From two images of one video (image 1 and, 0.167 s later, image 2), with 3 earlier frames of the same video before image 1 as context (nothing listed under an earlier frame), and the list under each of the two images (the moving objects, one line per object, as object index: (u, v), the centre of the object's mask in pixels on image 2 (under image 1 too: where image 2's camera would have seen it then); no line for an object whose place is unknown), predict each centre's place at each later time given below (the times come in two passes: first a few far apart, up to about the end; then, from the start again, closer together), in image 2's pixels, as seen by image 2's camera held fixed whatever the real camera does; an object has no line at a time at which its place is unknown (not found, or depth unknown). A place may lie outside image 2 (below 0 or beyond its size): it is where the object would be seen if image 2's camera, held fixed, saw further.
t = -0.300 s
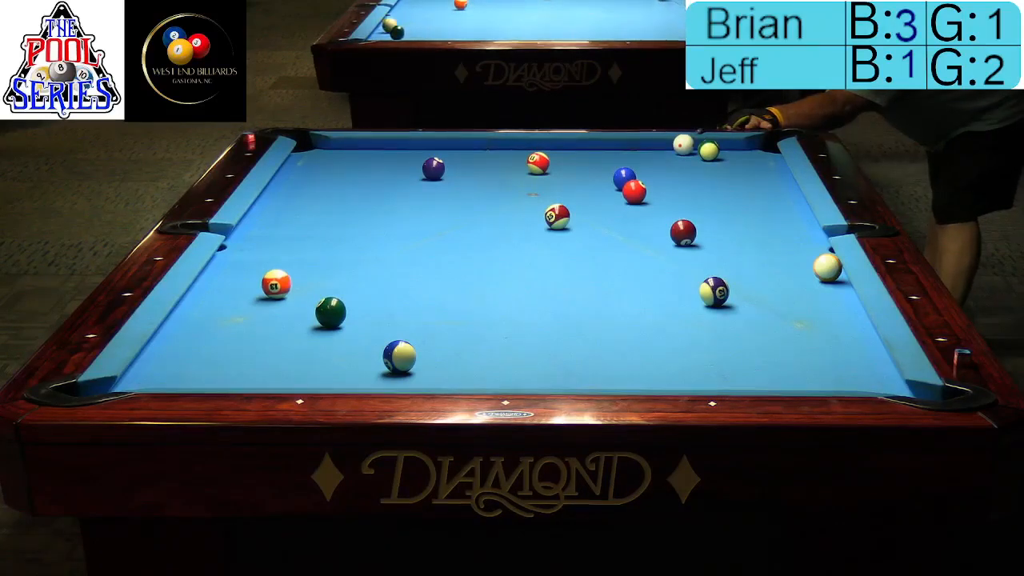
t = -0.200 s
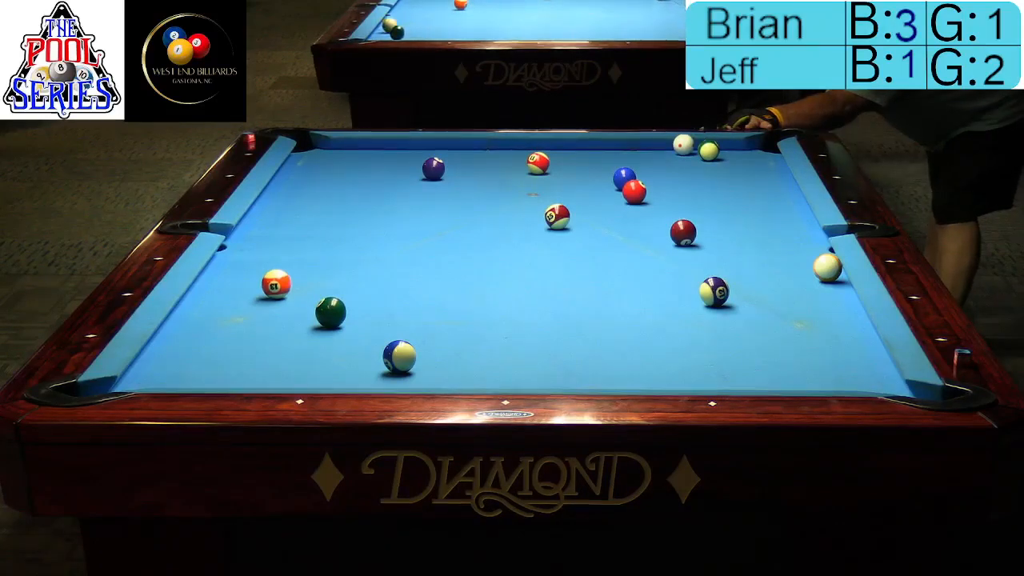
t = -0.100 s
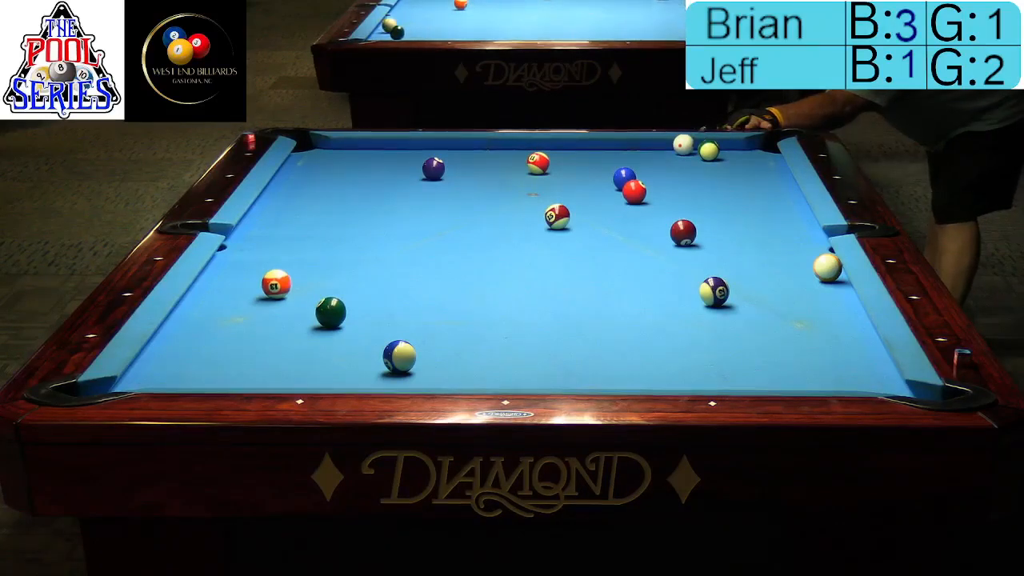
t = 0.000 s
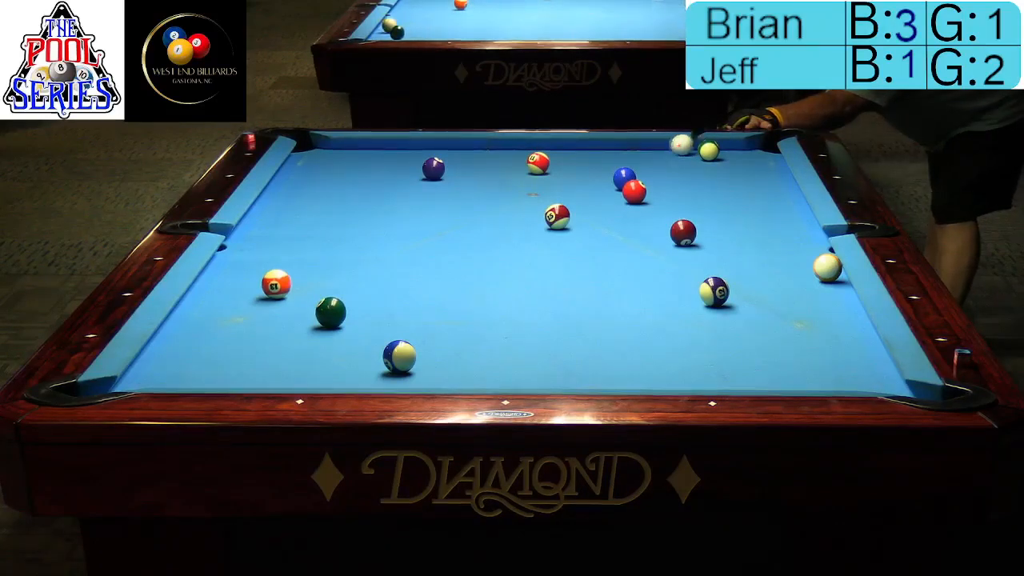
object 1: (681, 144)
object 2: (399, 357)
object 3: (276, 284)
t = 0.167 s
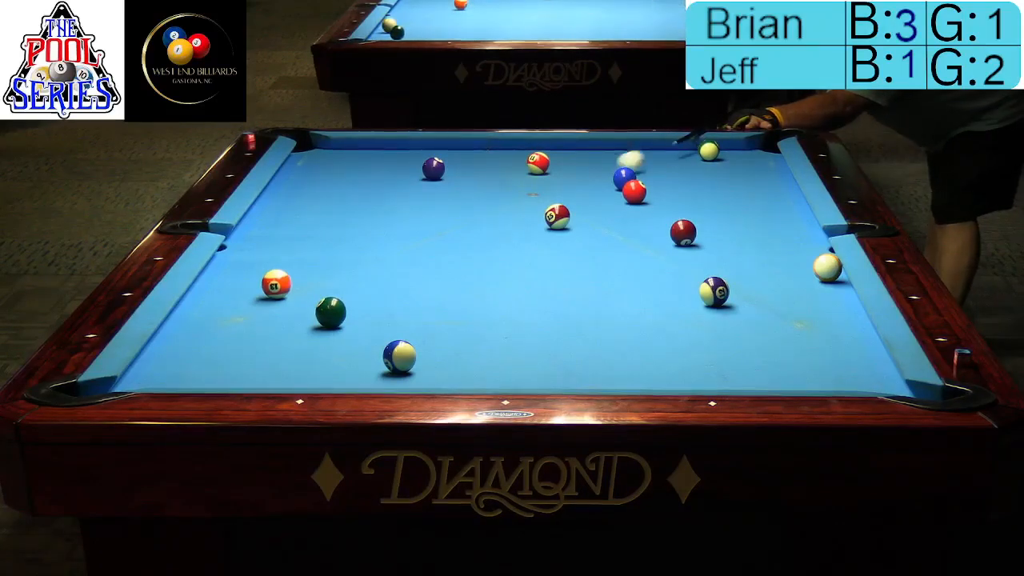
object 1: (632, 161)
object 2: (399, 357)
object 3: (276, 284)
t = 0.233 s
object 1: (608, 168)
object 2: (399, 357)
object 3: (276, 284)
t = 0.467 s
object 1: (527, 198)
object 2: (399, 357)
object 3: (276, 284)
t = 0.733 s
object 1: (419, 235)
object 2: (399, 357)
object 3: (276, 284)
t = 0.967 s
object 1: (311, 273)
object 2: (399, 357)
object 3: (276, 284)
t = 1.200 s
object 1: (282, 285)
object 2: (399, 357)
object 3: (187, 312)
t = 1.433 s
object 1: (257, 296)
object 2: (399, 357)
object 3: (205, 335)
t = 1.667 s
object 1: (233, 306)
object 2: (399, 357)
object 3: (228, 358)
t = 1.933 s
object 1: (205, 317)
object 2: (399, 357)
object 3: (256, 378)
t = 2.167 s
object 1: (182, 327)
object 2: (399, 357)
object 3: (303, 374)
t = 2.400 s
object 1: (172, 335)
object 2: (399, 357)
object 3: (350, 363)
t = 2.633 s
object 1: (176, 342)
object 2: (421, 354)
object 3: (367, 353)
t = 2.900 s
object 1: (179, 349)
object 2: (454, 352)
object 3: (369, 344)
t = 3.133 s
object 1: (182, 354)
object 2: (480, 350)
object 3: (372, 337)
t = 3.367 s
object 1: (183, 359)
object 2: (503, 348)
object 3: (374, 331)
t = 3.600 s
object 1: (184, 363)
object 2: (523, 347)
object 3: (375, 326)
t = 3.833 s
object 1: (185, 366)
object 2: (540, 345)
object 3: (375, 322)
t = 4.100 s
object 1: (186, 369)
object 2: (556, 344)
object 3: (375, 318)
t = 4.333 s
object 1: (186, 370)
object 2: (568, 343)
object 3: (375, 315)
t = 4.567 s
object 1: (187, 371)
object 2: (576, 342)
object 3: (376, 313)
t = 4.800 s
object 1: (187, 371)
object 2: (581, 342)
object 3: (377, 311)
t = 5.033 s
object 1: (187, 372)
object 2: (585, 342)
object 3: (377, 310)
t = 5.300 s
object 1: (187, 372)
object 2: (585, 342)
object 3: (377, 310)
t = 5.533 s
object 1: (187, 372)
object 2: (584, 342)
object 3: (377, 310)
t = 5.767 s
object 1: (187, 372)
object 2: (585, 342)
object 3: (377, 310)
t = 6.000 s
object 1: (187, 372)
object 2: (585, 342)
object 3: (377, 310)
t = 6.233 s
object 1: (187, 372)
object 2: (585, 342)
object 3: (377, 310)
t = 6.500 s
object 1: (187, 372)
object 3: (377, 310)
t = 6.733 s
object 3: (377, 310)
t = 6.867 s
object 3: (377, 310)
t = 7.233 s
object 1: (186, 371)
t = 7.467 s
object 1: (186, 372)
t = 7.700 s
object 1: (186, 371)
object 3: (377, 310)
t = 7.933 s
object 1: (187, 372)
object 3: (377, 310)
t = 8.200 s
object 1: (187, 372)
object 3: (377, 310)
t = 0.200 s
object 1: (619, 162)
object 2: (399, 357)
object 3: (276, 284)
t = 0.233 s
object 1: (608, 168)
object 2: (399, 357)
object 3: (276, 284)
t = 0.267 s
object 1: (598, 173)
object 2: (399, 357)
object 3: (276, 284)
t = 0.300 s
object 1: (587, 177)
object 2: (399, 357)
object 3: (276, 284)
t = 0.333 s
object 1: (576, 180)
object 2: (399, 357)
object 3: (276, 284)
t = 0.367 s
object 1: (564, 185)
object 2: (399, 357)
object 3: (276, 284)
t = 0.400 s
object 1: (552, 189)
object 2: (399, 357)
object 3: (276, 284)
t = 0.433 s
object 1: (539, 193)
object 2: (399, 357)
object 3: (276, 284)
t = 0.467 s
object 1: (527, 198)
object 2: (399, 357)
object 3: (276, 284)
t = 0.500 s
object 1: (515, 202)
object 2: (399, 357)
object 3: (276, 284)
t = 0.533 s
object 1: (502, 206)
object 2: (399, 357)
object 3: (276, 284)
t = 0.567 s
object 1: (489, 211)
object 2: (399, 357)
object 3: (276, 284)
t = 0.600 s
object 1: (476, 216)
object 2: (399, 357)
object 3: (276, 284)
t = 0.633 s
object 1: (462, 221)
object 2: (399, 357)
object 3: (276, 284)
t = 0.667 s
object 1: (448, 225)
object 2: (399, 356)
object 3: (276, 284)
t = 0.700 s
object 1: (434, 230)
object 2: (399, 356)
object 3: (276, 284)
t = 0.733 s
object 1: (419, 235)
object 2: (399, 357)
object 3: (276, 284)
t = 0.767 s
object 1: (404, 240)
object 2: (399, 356)
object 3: (276, 284)
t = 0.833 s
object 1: (375, 251)
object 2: (399, 357)
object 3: (276, 284)
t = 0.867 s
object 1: (359, 256)
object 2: (399, 357)
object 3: (276, 284)
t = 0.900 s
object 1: (343, 261)
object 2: (399, 357)
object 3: (276, 284)
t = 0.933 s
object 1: (327, 268)
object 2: (399, 357)
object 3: (276, 284)
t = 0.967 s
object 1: (311, 273)
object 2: (399, 357)
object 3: (276, 284)
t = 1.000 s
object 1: (299, 277)
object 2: (399, 357)
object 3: (275, 284)
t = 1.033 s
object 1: (294, 280)
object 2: (399, 357)
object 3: (259, 288)
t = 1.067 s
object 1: (293, 280)
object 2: (399, 357)
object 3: (243, 293)
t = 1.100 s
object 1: (292, 281)
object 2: (399, 357)
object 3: (228, 298)
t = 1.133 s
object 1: (289, 282)
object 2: (399, 357)
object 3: (213, 303)
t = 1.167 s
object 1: (285, 283)
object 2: (399, 357)
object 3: (200, 308)
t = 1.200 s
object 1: (282, 285)
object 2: (399, 357)
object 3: (187, 312)
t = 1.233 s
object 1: (278, 287)
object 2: (399, 357)
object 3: (186, 316)
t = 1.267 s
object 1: (275, 288)
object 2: (399, 357)
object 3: (189, 319)
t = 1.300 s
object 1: (271, 290)
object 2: (399, 357)
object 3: (192, 323)
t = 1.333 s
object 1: (268, 291)
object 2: (399, 357)
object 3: (195, 325)
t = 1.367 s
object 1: (264, 293)
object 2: (399, 357)
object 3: (199, 329)
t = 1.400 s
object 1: (261, 294)
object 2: (399, 357)
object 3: (202, 332)
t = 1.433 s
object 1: (257, 296)
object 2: (399, 357)
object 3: (205, 335)
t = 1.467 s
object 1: (254, 297)
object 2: (399, 357)
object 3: (208, 338)
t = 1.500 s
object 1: (250, 299)
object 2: (399, 357)
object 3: (212, 341)
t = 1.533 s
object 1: (247, 300)
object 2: (399, 357)
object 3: (214, 345)
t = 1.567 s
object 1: (243, 302)
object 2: (399, 357)
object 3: (218, 348)
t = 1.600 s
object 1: (240, 303)
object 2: (399, 357)
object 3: (222, 351)
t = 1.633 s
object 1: (236, 305)
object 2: (399, 357)
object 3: (225, 355)
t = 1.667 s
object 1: (233, 306)
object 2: (399, 357)
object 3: (228, 358)
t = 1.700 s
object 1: (230, 308)
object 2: (399, 357)
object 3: (231, 361)
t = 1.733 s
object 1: (226, 309)
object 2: (399, 357)
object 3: (235, 365)
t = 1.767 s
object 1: (223, 310)
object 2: (399, 357)
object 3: (239, 368)
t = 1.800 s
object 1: (219, 312)
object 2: (399, 357)
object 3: (242, 371)
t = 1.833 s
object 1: (215, 313)
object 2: (399, 357)
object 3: (245, 373)
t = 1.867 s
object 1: (212, 315)
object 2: (399, 357)
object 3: (248, 374)
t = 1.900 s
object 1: (208, 316)
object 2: (399, 357)
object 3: (253, 377)
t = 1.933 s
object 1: (205, 317)
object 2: (399, 357)
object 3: (256, 378)
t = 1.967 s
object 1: (202, 319)
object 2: (399, 357)
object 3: (260, 380)
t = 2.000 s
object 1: (198, 320)
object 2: (399, 357)
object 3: (267, 379)
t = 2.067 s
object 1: (192, 323)
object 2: (399, 357)
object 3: (281, 377)
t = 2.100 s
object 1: (188, 325)
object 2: (399, 357)
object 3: (289, 377)
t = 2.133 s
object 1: (185, 326)
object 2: (399, 357)
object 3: (296, 375)
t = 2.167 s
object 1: (182, 327)
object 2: (399, 357)
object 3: (303, 374)
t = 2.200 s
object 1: (178, 328)
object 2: (399, 357)
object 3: (311, 373)
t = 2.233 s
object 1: (175, 330)
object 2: (399, 357)
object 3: (318, 371)
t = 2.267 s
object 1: (171, 331)
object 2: (399, 357)
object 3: (324, 371)
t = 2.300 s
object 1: (171, 332)
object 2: (399, 357)
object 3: (330, 370)
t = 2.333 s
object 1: (171, 333)
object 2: (399, 357)
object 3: (337, 369)
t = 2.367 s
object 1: (172, 334)
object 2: (399, 357)
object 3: (344, 366)
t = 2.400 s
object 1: (172, 335)
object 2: (399, 357)
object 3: (350, 363)
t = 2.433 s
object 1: (173, 336)
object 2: (399, 356)
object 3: (356, 362)
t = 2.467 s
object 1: (174, 337)
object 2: (399, 357)
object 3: (363, 360)
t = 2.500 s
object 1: (174, 338)
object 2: (403, 356)
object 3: (366, 358)
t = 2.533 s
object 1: (175, 339)
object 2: (408, 355)
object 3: (366, 357)
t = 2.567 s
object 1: (175, 340)
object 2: (412, 355)
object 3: (366, 356)
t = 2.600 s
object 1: (176, 341)
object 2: (417, 355)
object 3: (367, 355)
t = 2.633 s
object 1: (176, 342)
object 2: (421, 354)
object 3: (367, 353)
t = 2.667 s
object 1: (176, 343)
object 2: (425, 354)
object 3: (367, 352)
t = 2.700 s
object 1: (177, 343)
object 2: (430, 354)
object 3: (368, 351)
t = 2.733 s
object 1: (177, 344)
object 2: (434, 354)
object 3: (368, 350)
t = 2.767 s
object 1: (178, 345)
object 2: (438, 354)
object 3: (368, 349)
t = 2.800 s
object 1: (178, 346)
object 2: (443, 353)
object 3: (368, 348)
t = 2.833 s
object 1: (179, 347)
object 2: (446, 353)
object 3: (369, 346)
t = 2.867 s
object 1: (179, 348)
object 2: (450, 352)
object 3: (369, 345)
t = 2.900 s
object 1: (179, 349)
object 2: (454, 352)
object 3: (369, 344)
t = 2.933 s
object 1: (180, 349)
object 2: (458, 352)
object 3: (370, 343)
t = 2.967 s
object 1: (180, 350)
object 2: (462, 351)
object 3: (370, 342)
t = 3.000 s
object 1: (180, 351)
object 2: (465, 351)
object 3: (370, 341)
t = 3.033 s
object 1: (181, 352)
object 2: (469, 351)
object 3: (371, 340)
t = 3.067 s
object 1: (181, 353)
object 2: (473, 351)
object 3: (371, 339)
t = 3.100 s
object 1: (181, 353)
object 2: (477, 350)
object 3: (372, 338)
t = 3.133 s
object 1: (182, 354)
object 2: (480, 350)
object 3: (372, 337)
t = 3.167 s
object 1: (182, 355)
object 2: (483, 350)
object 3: (372, 336)
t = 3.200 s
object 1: (182, 355)
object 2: (487, 349)
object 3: (373, 336)
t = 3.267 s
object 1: (183, 356)
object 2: (494, 349)
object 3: (373, 334)
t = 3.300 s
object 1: (183, 357)
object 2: (497, 348)
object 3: (374, 333)
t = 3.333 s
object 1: (183, 358)
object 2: (500, 348)
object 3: (374, 332)
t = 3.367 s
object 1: (183, 359)
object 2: (503, 348)
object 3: (374, 331)
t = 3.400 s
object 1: (183, 359)
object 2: (506, 348)
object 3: (374, 331)
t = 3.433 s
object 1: (184, 360)
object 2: (509, 348)
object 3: (375, 330)
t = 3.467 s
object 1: (184, 360)
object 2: (512, 348)
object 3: (375, 329)
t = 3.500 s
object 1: (184, 361)
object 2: (515, 347)
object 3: (375, 328)
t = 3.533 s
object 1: (184, 361)
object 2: (518, 347)
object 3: (375, 328)
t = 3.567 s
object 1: (184, 362)
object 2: (520, 347)
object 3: (375, 327)
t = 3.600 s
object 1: (184, 363)
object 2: (523, 347)
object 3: (375, 326)
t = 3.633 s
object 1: (184, 363)
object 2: (526, 347)
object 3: (375, 326)
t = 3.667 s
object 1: (184, 364)
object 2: (528, 346)
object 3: (375, 325)
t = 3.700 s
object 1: (185, 364)
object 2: (530, 346)
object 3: (375, 324)
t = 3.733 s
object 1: (185, 364)
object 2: (533, 346)
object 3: (375, 323)
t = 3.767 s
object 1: (185, 365)
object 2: (536, 346)
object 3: (375, 323)
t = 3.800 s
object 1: (185, 366)
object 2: (538, 346)
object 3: (375, 322)
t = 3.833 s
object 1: (185, 366)
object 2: (540, 345)
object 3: (375, 322)
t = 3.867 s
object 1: (185, 366)
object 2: (542, 345)
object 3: (375, 321)
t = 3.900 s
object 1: (185, 366)
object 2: (545, 345)
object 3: (375, 321)
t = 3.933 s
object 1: (185, 367)
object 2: (547, 345)
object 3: (375, 320)
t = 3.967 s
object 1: (185, 367)
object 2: (549, 345)
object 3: (375, 320)
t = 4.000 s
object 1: (185, 368)
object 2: (551, 345)
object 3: (375, 319)
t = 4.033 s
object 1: (186, 368)
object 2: (553, 344)
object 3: (375, 319)
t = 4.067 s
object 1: (185, 368)
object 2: (555, 344)
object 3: (375, 318)
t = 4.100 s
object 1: (186, 369)
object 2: (556, 344)
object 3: (375, 318)
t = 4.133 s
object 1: (186, 369)
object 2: (558, 344)
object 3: (375, 317)
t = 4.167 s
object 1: (185, 369)
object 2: (560, 344)
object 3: (375, 317)
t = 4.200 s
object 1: (186, 369)
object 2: (562, 344)
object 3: (375, 316)
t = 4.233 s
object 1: (186, 370)
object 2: (563, 344)
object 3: (375, 316)
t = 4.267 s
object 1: (186, 370)
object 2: (565, 343)
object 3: (375, 316)
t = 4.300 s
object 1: (186, 370)
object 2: (566, 343)
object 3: (375, 315)
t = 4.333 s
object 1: (186, 370)
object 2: (568, 343)
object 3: (375, 315)
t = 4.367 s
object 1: (186, 370)
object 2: (569, 343)
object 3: (375, 315)
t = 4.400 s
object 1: (186, 370)
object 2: (571, 343)
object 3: (375, 314)
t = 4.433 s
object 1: (186, 371)
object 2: (572, 343)
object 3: (375, 314)
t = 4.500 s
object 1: (187, 371)
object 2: (574, 343)
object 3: (376, 313)
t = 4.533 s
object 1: (186, 371)
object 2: (575, 343)
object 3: (376, 313)
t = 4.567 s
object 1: (187, 371)
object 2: (576, 342)
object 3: (376, 313)
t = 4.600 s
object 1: (187, 371)
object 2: (577, 342)
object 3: (376, 312)
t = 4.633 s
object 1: (187, 371)
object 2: (578, 342)
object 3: (376, 312)
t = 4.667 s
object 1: (187, 371)
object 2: (579, 342)
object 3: (377, 312)
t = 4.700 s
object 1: (187, 371)
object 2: (579, 342)
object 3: (377, 312)
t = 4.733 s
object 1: (187, 371)
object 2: (580, 342)
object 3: (377, 311)
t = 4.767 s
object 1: (187, 371)
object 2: (581, 342)
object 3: (377, 311)
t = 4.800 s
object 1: (187, 371)
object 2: (581, 342)
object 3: (377, 311)
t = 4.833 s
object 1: (187, 371)
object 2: (582, 342)
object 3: (377, 311)
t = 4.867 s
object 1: (187, 371)
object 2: (582, 342)
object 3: (377, 310)
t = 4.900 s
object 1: (187, 372)
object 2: (583, 342)
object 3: (377, 310)
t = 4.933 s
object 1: (187, 372)
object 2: (584, 342)
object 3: (377, 310)
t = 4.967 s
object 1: (187, 372)
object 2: (584, 342)
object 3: (377, 310)
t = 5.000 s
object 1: (187, 372)
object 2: (584, 342)
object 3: (377, 310)
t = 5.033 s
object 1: (187, 372)
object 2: (585, 342)
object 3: (377, 310)
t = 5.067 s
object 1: (187, 372)
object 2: (585, 342)
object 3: (377, 310)
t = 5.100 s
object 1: (187, 372)
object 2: (585, 342)
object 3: (377, 310)
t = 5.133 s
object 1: (187, 371)
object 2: (585, 342)
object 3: (377, 310)
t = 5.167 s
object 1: (187, 372)
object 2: (585, 342)
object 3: (377, 310)
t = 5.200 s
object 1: (187, 372)
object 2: (585, 342)
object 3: (377, 310)
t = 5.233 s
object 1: (187, 372)
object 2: (585, 342)
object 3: (377, 310)
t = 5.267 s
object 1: (187, 372)
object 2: (585, 342)
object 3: (377, 310)
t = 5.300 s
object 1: (187, 372)
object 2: (585, 342)
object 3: (377, 310)
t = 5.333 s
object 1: (187, 372)
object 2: (585, 342)
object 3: (377, 310)
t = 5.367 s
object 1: (187, 371)
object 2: (585, 342)
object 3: (377, 310)
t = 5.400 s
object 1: (187, 372)
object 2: (585, 342)
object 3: (377, 310)
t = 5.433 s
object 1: (187, 372)
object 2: (585, 342)
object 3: (377, 310)
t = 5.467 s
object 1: (186, 372)
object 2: (584, 342)
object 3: (377, 310)
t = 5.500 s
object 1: (186, 372)
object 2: (584, 342)
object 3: (377, 310)
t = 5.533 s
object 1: (187, 372)
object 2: (584, 342)
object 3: (377, 310)
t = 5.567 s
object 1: (187, 371)
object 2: (585, 342)
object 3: (377, 310)
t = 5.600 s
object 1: (187, 372)
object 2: (585, 342)
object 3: (377, 310)
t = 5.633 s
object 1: (187, 372)
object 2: (585, 342)
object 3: (377, 310)
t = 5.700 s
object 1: (187, 371)
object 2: (585, 342)
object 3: (377, 310)
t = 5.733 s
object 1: (187, 372)
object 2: (585, 342)
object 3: (377, 310)
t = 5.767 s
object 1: (187, 372)
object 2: (585, 342)
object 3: (377, 310)
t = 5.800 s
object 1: (187, 372)
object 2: (585, 342)
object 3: (377, 310)
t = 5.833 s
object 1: (187, 372)
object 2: (585, 342)
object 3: (377, 310)
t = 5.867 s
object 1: (187, 372)
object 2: (585, 342)
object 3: (377, 310)
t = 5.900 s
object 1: (186, 372)
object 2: (585, 342)
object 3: (377, 310)
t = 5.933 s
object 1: (187, 372)
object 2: (585, 342)
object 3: (377, 310)
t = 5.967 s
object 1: (187, 372)
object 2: (585, 342)
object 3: (377, 310)
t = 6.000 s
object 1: (187, 372)
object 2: (585, 342)
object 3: (377, 310)
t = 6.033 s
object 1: (187, 372)
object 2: (585, 342)
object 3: (377, 310)
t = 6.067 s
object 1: (187, 372)
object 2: (585, 342)
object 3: (377, 310)
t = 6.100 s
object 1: (187, 372)
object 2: (585, 342)
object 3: (377, 310)
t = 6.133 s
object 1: (187, 372)
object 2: (585, 342)
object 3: (377, 310)
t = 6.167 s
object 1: (187, 372)
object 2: (585, 342)
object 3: (377, 310)
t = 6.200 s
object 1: (187, 372)
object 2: (585, 342)
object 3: (377, 310)
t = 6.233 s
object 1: (187, 372)
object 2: (585, 342)
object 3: (377, 310)
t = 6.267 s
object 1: (187, 372)
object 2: (585, 342)
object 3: (377, 310)
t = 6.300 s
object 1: (187, 372)
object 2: (585, 342)
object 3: (377, 310)
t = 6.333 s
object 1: (187, 372)
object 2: (585, 342)
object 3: (377, 310)
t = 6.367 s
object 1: (187, 372)
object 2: (585, 342)
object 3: (377, 310)
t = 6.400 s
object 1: (187, 372)
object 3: (377, 310)
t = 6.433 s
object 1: (187, 372)
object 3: (377, 310)
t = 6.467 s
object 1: (187, 372)
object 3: (377, 310)
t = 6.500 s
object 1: (187, 372)
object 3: (377, 310)
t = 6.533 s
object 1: (187, 372)
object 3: (377, 310)
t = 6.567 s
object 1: (187, 372)
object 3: (377, 310)
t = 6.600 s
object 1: (193, 372)
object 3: (377, 310)
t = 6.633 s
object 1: (183, 371)
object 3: (377, 310)
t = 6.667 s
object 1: (187, 372)
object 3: (377, 310)
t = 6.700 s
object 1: (192, 370)
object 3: (377, 310)
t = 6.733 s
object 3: (377, 310)
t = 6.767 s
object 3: (377, 310)
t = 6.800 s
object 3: (377, 310)
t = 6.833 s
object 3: (377, 310)
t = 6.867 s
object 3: (377, 310)
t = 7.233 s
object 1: (186, 371)
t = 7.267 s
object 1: (186, 372)
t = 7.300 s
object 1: (186, 372)
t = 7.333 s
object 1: (186, 372)
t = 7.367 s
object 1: (186, 372)
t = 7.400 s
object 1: (186, 372)
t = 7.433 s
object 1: (186, 372)
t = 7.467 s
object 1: (186, 372)
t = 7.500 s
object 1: (186, 372)
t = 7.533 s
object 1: (186, 371)
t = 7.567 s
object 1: (186, 371)
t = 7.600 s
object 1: (186, 371)
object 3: (371, 309)
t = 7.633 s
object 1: (186, 372)
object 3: (377, 310)
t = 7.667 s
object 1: (186, 372)
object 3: (377, 310)
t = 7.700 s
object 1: (186, 371)
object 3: (377, 310)
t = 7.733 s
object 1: (187, 371)
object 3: (377, 310)
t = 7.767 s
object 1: (187, 372)
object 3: (377, 310)
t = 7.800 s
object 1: (187, 372)
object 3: (377, 310)
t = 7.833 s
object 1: (187, 372)
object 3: (377, 310)
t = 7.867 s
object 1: (187, 372)
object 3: (377, 310)
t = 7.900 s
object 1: (187, 372)
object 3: (377, 310)
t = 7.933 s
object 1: (187, 372)
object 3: (377, 310)
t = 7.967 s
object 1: (187, 372)
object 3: (377, 310)
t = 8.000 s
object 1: (187, 372)
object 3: (377, 310)
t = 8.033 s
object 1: (186, 372)
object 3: (377, 310)
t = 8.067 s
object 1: (187, 372)
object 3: (377, 310)
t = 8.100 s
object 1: (187, 372)
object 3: (377, 310)
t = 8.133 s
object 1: (186, 372)
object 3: (377, 310)
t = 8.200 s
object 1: (187, 372)
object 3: (377, 310)
